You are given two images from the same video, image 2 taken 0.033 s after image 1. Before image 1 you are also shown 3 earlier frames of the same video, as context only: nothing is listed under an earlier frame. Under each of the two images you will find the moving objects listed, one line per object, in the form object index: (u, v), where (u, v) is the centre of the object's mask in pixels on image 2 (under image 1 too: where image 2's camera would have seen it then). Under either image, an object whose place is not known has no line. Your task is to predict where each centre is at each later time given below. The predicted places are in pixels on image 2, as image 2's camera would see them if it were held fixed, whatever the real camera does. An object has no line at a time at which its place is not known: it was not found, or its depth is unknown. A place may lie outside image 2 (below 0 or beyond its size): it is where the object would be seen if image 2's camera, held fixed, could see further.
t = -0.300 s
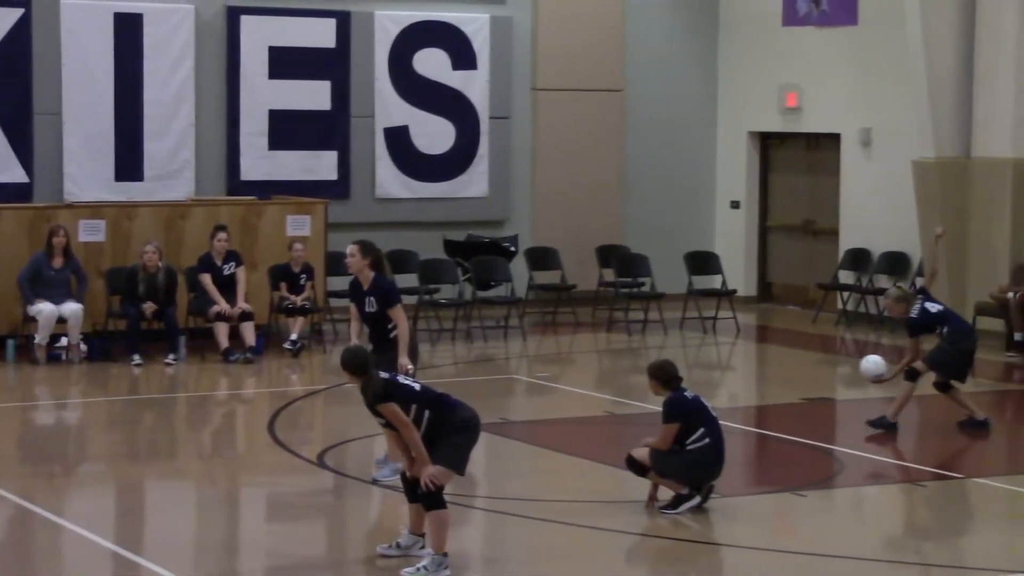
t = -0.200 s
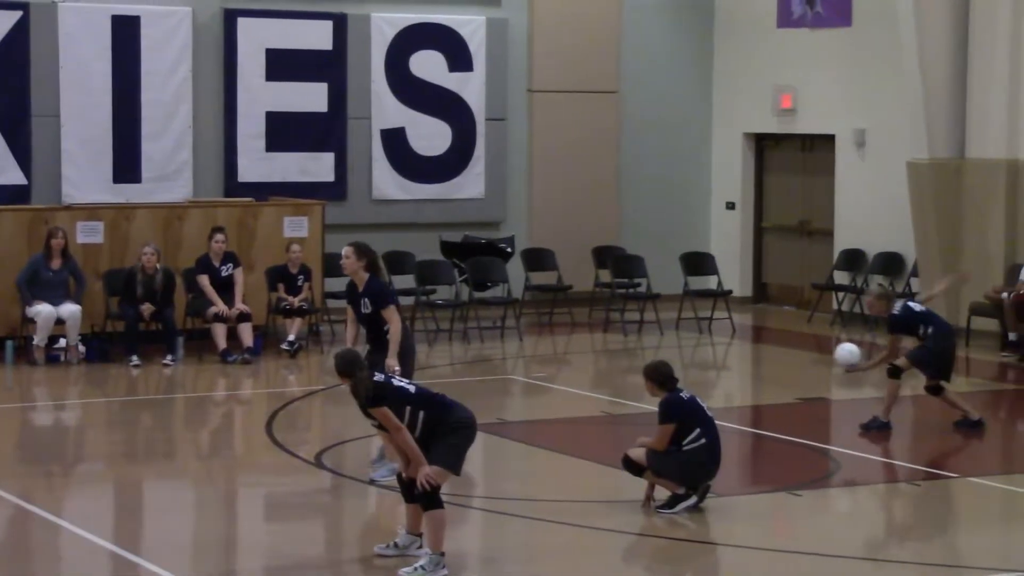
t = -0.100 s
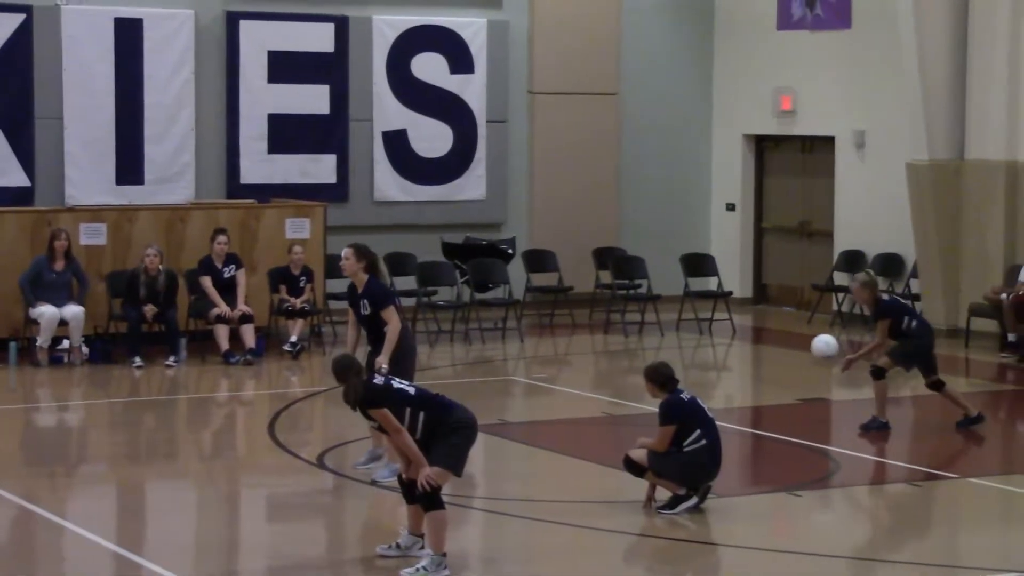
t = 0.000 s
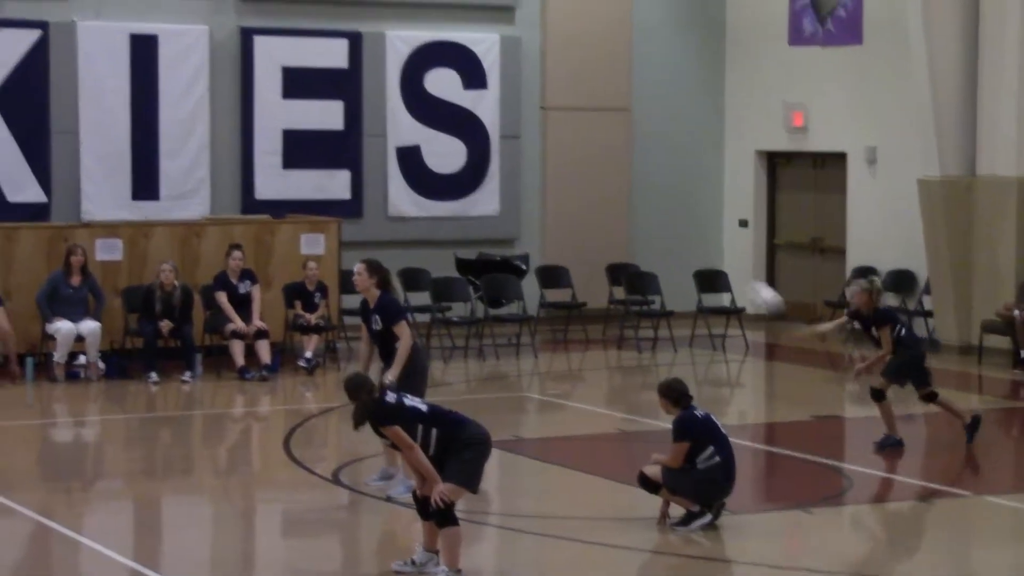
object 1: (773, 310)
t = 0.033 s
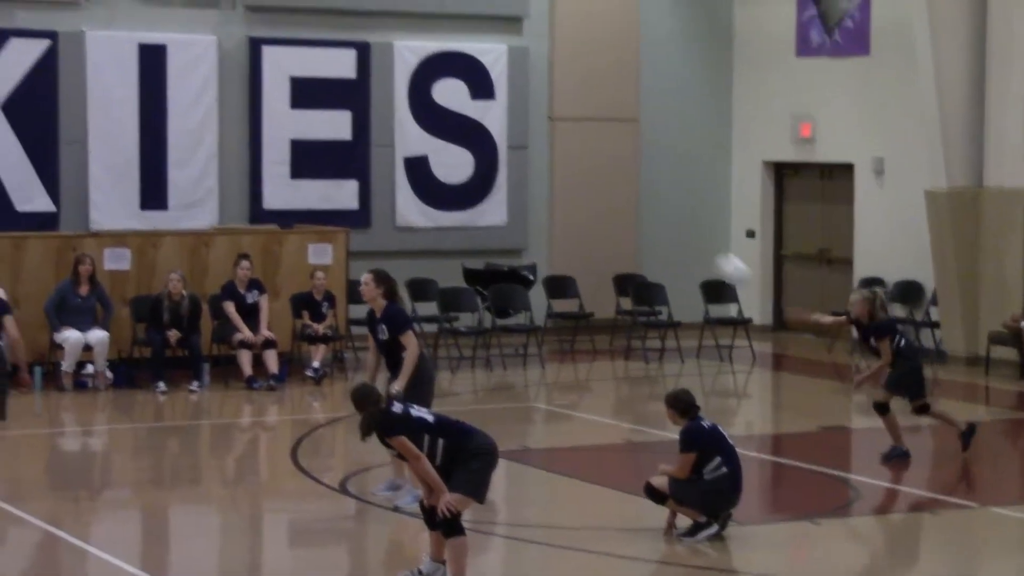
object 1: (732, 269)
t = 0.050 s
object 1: (712, 248)
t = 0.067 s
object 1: (694, 229)
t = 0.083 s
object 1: (674, 211)
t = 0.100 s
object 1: (655, 192)
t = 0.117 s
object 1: (635, 174)
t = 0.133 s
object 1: (616, 157)
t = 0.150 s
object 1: (599, 140)
